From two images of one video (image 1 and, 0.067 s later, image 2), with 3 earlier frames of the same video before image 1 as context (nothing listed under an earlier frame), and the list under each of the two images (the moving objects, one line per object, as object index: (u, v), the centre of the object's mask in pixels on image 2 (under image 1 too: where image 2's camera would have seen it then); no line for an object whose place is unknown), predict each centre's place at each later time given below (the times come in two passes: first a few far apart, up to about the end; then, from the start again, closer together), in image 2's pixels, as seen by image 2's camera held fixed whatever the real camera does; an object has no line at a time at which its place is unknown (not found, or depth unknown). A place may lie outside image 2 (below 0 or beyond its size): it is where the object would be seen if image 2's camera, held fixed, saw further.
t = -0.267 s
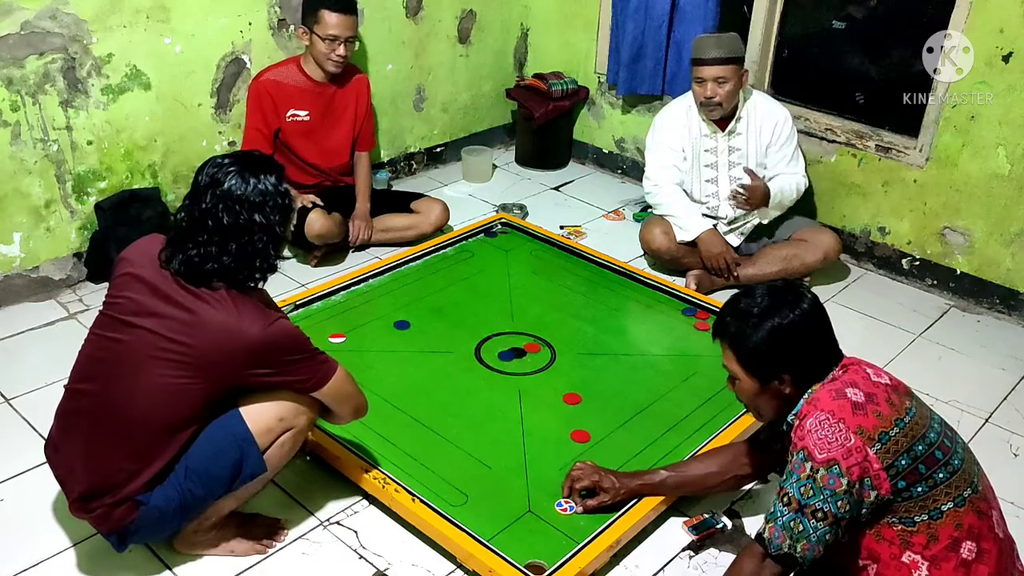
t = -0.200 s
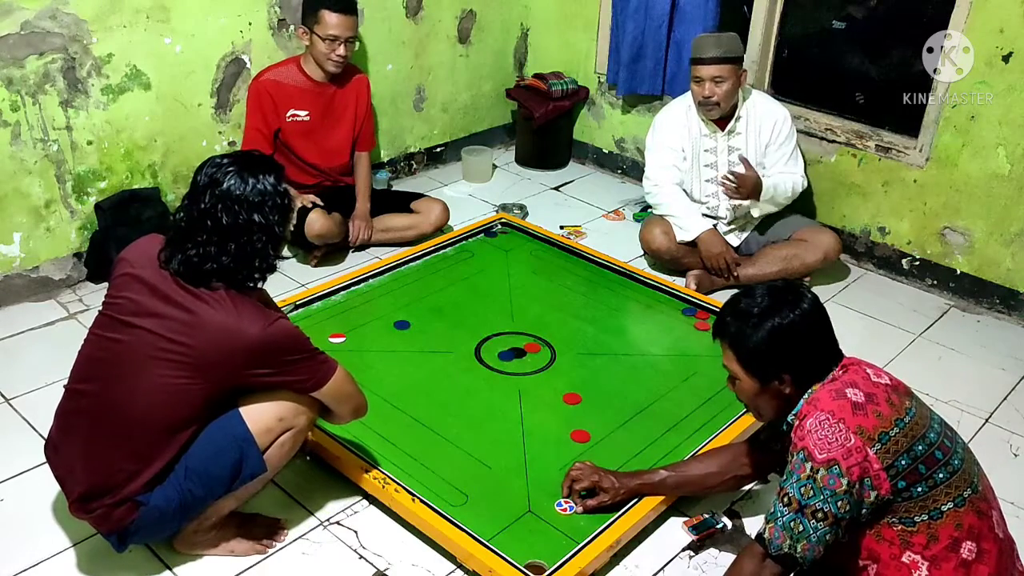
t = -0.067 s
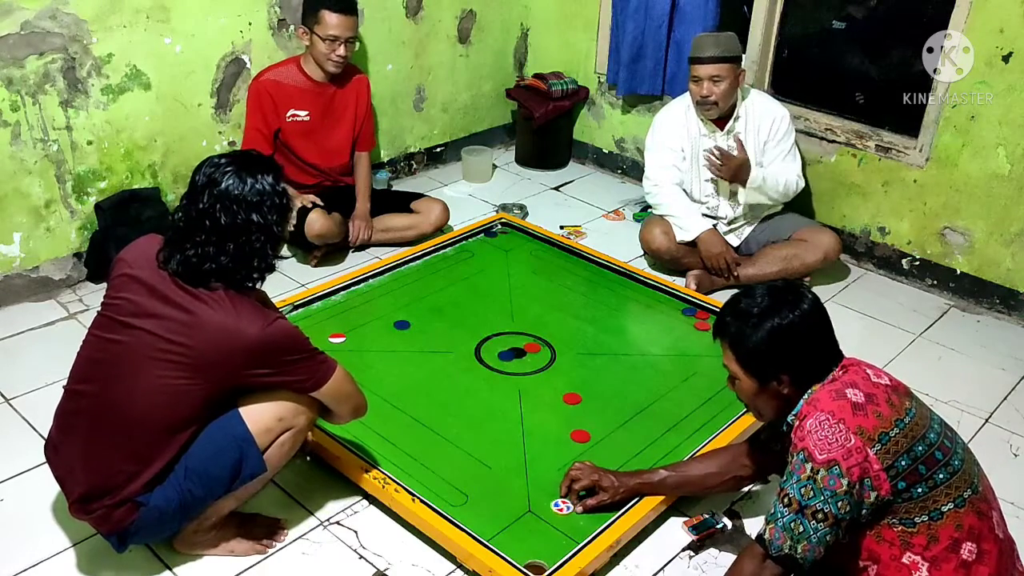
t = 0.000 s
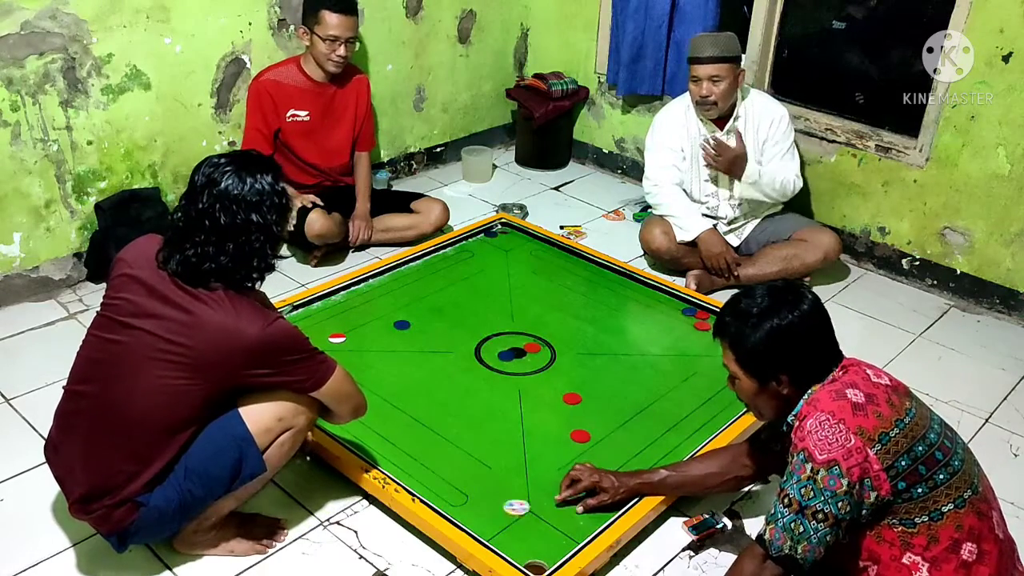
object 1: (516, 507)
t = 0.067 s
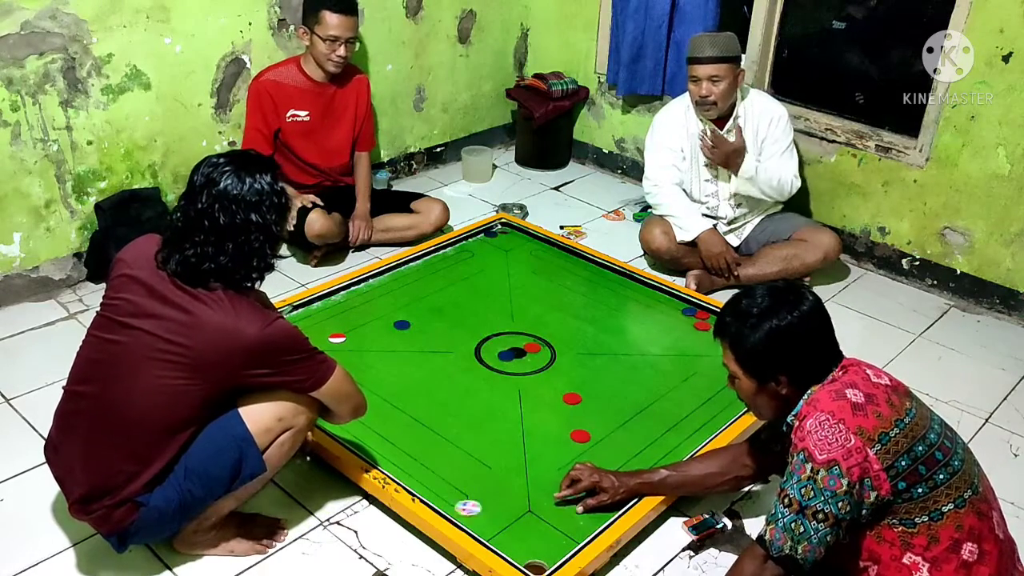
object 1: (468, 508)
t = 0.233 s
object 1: (442, 469)
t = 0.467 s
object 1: (437, 414)
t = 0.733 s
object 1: (432, 362)
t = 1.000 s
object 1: (430, 320)
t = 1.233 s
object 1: (429, 289)
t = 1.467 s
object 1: (427, 263)
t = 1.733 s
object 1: (467, 256)
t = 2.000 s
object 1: (511, 253)
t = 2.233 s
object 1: (547, 250)
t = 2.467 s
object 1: (558, 259)
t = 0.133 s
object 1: (444, 497)
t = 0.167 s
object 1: (443, 488)
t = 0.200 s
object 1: (442, 478)
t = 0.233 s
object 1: (442, 469)
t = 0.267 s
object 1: (441, 461)
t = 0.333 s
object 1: (439, 444)
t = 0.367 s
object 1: (439, 436)
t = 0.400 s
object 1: (438, 428)
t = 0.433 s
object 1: (438, 421)
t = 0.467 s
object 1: (437, 414)
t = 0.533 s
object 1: (436, 400)
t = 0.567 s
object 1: (435, 393)
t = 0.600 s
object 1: (435, 386)
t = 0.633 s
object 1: (434, 380)
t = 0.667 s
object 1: (433, 374)
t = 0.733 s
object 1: (432, 362)
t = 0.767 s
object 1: (432, 356)
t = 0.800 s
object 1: (432, 351)
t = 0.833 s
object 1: (432, 345)
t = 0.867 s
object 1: (431, 340)
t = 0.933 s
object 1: (431, 330)
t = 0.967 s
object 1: (431, 325)
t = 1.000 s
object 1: (430, 320)
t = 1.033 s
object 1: (430, 315)
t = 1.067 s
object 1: (430, 311)
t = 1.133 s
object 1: (429, 302)
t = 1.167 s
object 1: (429, 298)
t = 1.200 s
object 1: (429, 293)
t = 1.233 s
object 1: (429, 289)
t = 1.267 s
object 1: (428, 285)
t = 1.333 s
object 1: (428, 278)
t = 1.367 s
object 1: (428, 274)
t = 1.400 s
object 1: (428, 271)
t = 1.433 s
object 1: (427, 267)
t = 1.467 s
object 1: (427, 263)
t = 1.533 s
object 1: (432, 259)
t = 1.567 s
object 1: (438, 258)
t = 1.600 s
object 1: (444, 258)
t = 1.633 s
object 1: (450, 257)
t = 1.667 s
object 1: (456, 257)
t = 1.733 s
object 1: (467, 256)
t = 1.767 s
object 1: (473, 256)
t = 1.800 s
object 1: (479, 255)
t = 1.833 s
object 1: (484, 255)
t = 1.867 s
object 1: (490, 254)
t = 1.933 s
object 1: (500, 253)
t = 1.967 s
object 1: (506, 253)
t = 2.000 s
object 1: (511, 253)
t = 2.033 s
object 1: (516, 252)
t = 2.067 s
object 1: (522, 252)
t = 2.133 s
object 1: (531, 251)
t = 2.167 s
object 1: (536, 250)
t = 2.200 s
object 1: (542, 250)
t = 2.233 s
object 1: (547, 250)
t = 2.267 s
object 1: (551, 249)
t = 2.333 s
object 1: (554, 253)
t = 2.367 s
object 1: (555, 254)
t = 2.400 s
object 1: (556, 256)
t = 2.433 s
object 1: (557, 258)
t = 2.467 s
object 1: (558, 259)
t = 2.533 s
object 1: (560, 263)
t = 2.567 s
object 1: (562, 264)
